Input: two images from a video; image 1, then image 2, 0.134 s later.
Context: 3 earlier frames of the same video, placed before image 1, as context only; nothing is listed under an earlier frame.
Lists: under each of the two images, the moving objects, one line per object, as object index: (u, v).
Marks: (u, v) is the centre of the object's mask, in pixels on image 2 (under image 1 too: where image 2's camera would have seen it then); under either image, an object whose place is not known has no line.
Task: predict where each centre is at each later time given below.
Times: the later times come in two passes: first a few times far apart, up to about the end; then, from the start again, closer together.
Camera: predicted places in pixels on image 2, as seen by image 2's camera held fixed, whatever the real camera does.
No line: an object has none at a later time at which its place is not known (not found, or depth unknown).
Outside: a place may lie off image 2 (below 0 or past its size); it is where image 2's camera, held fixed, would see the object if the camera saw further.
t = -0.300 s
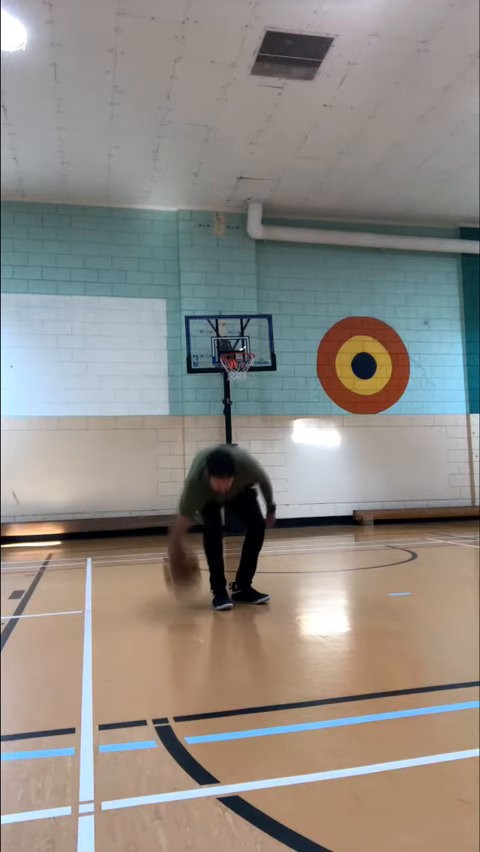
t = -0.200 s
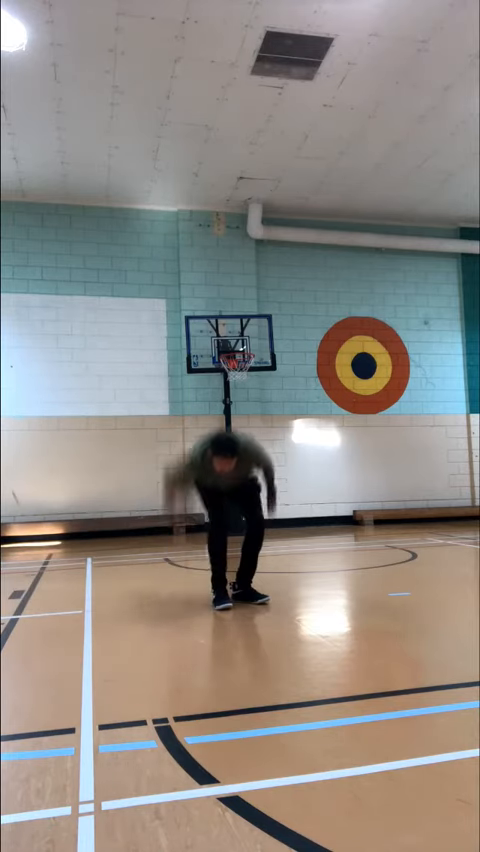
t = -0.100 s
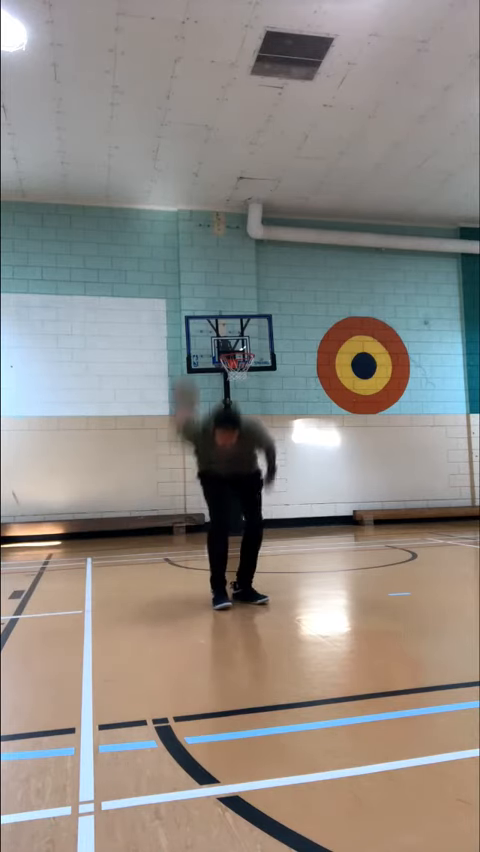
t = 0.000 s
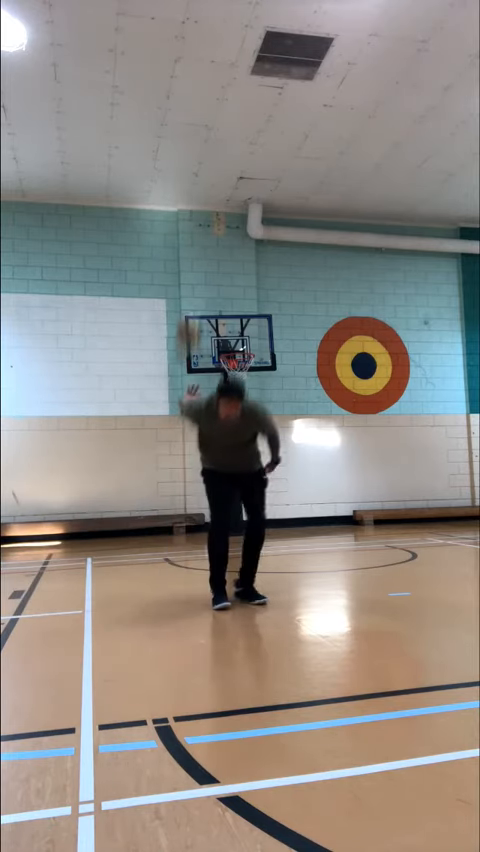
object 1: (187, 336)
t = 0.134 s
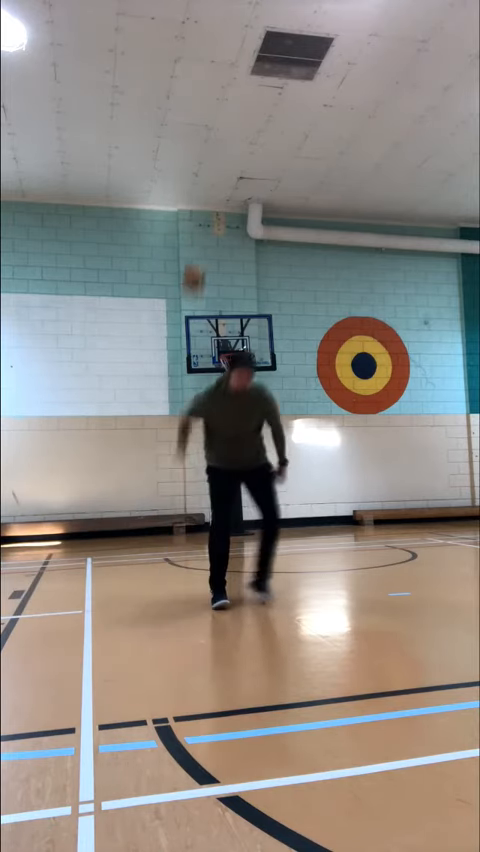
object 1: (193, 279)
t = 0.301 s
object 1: (198, 244)
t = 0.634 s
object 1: (210, 257)
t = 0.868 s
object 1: (217, 307)
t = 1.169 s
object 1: (235, 365)
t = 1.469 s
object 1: (262, 424)
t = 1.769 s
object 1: (281, 521)
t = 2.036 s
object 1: (285, 447)
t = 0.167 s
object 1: (195, 270)
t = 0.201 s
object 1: (195, 260)
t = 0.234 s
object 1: (196, 252)
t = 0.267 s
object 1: (197, 249)
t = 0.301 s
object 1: (198, 244)
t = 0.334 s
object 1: (200, 240)
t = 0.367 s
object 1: (201, 238)
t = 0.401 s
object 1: (202, 238)
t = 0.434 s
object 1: (203, 238)
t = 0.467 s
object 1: (204, 239)
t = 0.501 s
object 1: (205, 240)
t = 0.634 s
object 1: (210, 257)
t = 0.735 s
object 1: (213, 274)
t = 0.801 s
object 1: (215, 290)
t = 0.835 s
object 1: (216, 300)
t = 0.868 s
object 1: (217, 307)
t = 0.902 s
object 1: (218, 319)
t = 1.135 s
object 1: (234, 360)
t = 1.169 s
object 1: (235, 365)
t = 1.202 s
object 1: (238, 368)
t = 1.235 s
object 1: (245, 375)
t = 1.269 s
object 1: (246, 378)
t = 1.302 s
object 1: (248, 384)
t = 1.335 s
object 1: (250, 388)
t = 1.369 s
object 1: (253, 397)
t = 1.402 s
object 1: (256, 405)
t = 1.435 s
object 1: (258, 410)
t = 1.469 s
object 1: (262, 424)
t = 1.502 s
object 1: (263, 434)
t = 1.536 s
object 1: (265, 444)
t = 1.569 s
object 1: (268, 455)
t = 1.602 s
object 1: (269, 466)
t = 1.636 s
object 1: (272, 479)
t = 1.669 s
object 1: (274, 492)
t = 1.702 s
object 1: (277, 505)
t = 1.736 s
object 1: (281, 521)
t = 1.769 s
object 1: (281, 521)
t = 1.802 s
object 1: (281, 511)
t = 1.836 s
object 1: (282, 498)
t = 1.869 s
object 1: (282, 487)
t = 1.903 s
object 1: (283, 478)
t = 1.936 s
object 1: (283, 469)
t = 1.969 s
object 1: (284, 461)
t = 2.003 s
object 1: (284, 453)
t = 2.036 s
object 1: (285, 447)
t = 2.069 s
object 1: (285, 441)
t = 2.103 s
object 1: (285, 437)
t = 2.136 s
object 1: (286, 432)
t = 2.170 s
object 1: (286, 429)
